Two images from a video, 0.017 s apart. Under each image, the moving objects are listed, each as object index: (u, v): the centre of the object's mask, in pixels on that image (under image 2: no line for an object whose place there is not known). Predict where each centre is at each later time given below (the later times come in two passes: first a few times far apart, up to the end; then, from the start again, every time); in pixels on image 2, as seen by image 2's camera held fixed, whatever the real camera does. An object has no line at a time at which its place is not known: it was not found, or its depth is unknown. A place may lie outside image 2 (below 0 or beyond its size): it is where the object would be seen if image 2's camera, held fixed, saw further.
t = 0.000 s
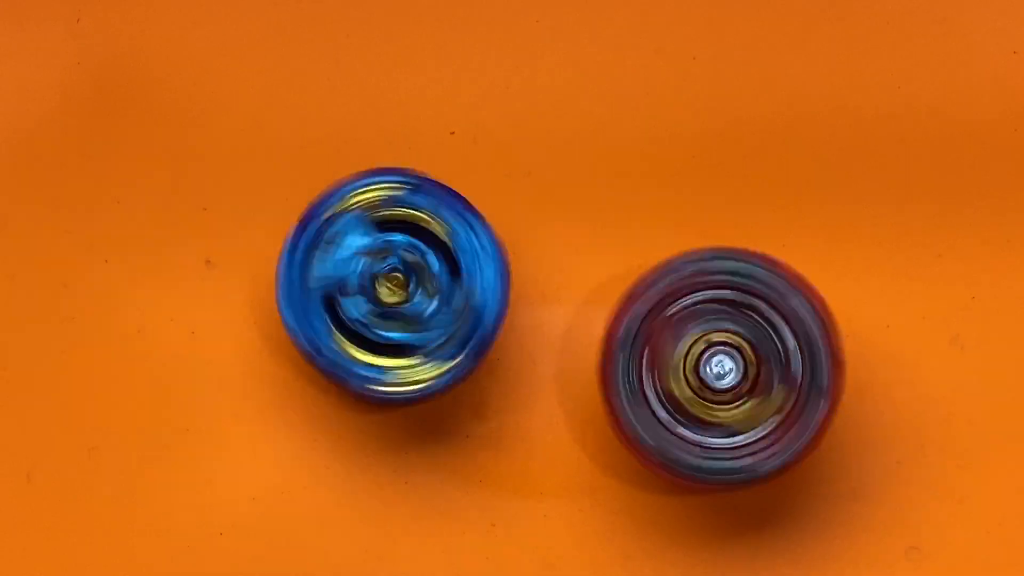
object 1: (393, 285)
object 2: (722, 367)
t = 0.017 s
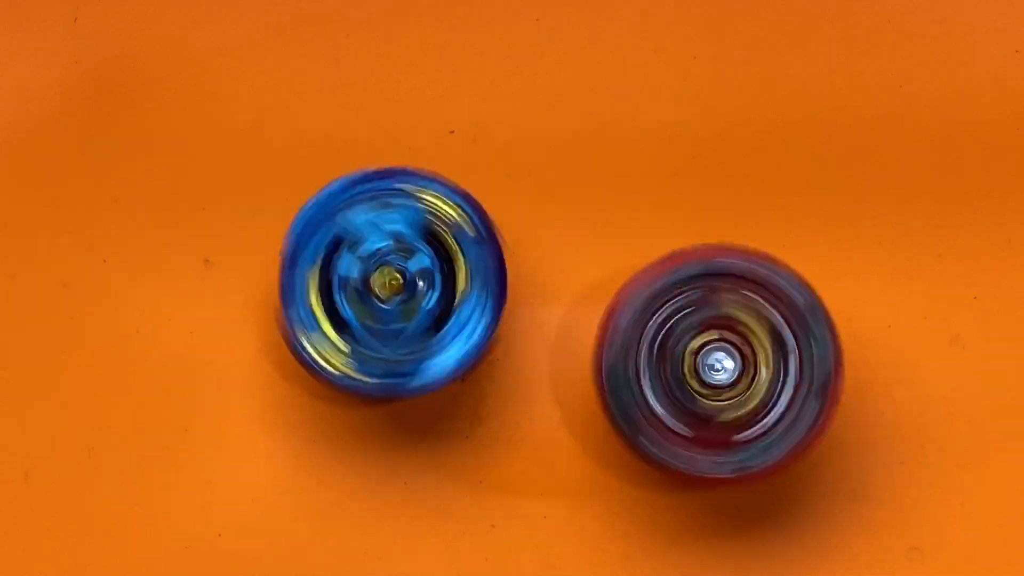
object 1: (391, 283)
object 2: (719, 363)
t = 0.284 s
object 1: (423, 336)
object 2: (696, 355)
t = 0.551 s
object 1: (406, 444)
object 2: (717, 370)
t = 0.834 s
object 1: (422, 478)
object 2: (750, 363)
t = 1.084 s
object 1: (469, 473)
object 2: (751, 361)
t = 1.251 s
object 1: (509, 460)
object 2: (734, 363)
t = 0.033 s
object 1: (394, 281)
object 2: (714, 361)
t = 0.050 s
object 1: (399, 280)
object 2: (709, 360)
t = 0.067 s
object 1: (408, 281)
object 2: (707, 357)
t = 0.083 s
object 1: (414, 288)
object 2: (705, 357)
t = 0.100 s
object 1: (414, 295)
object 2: (700, 356)
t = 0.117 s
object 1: (412, 298)
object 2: (698, 355)
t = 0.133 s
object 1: (411, 300)
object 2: (693, 355)
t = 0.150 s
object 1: (411, 299)
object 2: (688, 353)
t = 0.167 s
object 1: (414, 298)
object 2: (685, 355)
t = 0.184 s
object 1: (421, 300)
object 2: (681, 354)
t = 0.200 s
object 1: (427, 309)
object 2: (678, 353)
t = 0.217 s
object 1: (430, 319)
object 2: (675, 356)
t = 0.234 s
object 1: (427, 328)
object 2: (680, 353)
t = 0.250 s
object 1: (425, 333)
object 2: (683, 357)
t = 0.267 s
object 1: (423, 336)
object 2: (690, 357)
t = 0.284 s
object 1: (423, 336)
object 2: (696, 355)
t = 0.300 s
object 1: (425, 337)
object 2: (696, 356)
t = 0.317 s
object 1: (426, 343)
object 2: (699, 356)
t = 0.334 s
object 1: (424, 351)
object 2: (700, 359)
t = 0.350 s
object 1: (421, 358)
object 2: (700, 356)
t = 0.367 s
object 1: (420, 367)
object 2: (701, 357)
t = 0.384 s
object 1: (418, 375)
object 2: (701, 361)
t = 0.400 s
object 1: (415, 380)
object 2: (703, 360)
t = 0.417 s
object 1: (416, 386)
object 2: (703, 363)
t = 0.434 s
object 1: (414, 394)
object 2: (704, 364)
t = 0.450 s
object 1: (412, 400)
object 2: (707, 364)
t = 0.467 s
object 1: (411, 404)
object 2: (708, 367)
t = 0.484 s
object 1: (412, 411)
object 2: (710, 366)
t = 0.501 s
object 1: (411, 419)
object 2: (712, 368)
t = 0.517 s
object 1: (408, 427)
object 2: (713, 366)
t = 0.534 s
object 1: (407, 435)
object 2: (716, 366)
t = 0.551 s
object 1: (406, 444)
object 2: (717, 370)
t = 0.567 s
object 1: (403, 448)
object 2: (720, 367)
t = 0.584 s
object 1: (404, 451)
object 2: (722, 368)
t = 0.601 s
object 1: (406, 452)
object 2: (724, 368)
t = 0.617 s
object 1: (409, 455)
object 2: (727, 367)
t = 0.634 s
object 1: (412, 457)
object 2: (728, 368)
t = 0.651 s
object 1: (415, 461)
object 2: (730, 366)
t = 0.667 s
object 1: (417, 466)
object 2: (733, 368)
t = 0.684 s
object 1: (416, 471)
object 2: (734, 364)
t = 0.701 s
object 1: (411, 472)
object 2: (736, 364)
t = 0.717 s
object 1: (411, 471)
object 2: (739, 364)
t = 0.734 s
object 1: (413, 471)
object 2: (741, 361)
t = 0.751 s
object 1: (416, 471)
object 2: (742, 362)
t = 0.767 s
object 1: (421, 471)
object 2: (743, 360)
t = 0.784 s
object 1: (426, 472)
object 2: (745, 360)
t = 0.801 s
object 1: (429, 477)
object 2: (746, 361)
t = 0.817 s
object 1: (425, 480)
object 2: (747, 361)
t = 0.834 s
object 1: (422, 478)
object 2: (750, 363)
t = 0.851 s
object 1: (422, 478)
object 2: (750, 360)
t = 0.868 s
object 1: (424, 476)
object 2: (752, 360)
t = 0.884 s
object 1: (430, 474)
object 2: (752, 362)
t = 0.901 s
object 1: (436, 473)
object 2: (753, 360)
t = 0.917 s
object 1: (442, 476)
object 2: (754, 361)
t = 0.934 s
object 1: (443, 479)
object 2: (754, 361)
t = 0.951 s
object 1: (441, 479)
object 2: (755, 360)
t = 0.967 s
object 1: (440, 477)
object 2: (755, 361)
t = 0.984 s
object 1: (443, 475)
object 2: (754, 359)
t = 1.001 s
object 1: (448, 472)
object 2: (755, 361)
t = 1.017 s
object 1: (456, 470)
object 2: (754, 359)
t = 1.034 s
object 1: (464, 470)
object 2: (753, 359)
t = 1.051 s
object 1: (469, 473)
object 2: (752, 361)
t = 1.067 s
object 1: (469, 473)
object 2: (752, 359)
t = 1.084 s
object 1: (469, 473)
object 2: (751, 361)
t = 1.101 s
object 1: (468, 471)
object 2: (749, 360)
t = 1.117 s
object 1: (471, 469)
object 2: (748, 360)
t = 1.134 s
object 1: (477, 465)
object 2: (746, 361)
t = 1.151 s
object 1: (483, 464)
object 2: (744, 361)
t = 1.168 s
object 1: (489, 464)
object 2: (743, 363)
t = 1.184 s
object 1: (492, 466)
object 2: (741, 362)
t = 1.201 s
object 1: (494, 464)
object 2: (738, 363)
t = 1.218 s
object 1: (497, 462)
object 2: (737, 364)
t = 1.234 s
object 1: (502, 460)
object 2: (736, 362)
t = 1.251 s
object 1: (509, 460)
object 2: (734, 363)
